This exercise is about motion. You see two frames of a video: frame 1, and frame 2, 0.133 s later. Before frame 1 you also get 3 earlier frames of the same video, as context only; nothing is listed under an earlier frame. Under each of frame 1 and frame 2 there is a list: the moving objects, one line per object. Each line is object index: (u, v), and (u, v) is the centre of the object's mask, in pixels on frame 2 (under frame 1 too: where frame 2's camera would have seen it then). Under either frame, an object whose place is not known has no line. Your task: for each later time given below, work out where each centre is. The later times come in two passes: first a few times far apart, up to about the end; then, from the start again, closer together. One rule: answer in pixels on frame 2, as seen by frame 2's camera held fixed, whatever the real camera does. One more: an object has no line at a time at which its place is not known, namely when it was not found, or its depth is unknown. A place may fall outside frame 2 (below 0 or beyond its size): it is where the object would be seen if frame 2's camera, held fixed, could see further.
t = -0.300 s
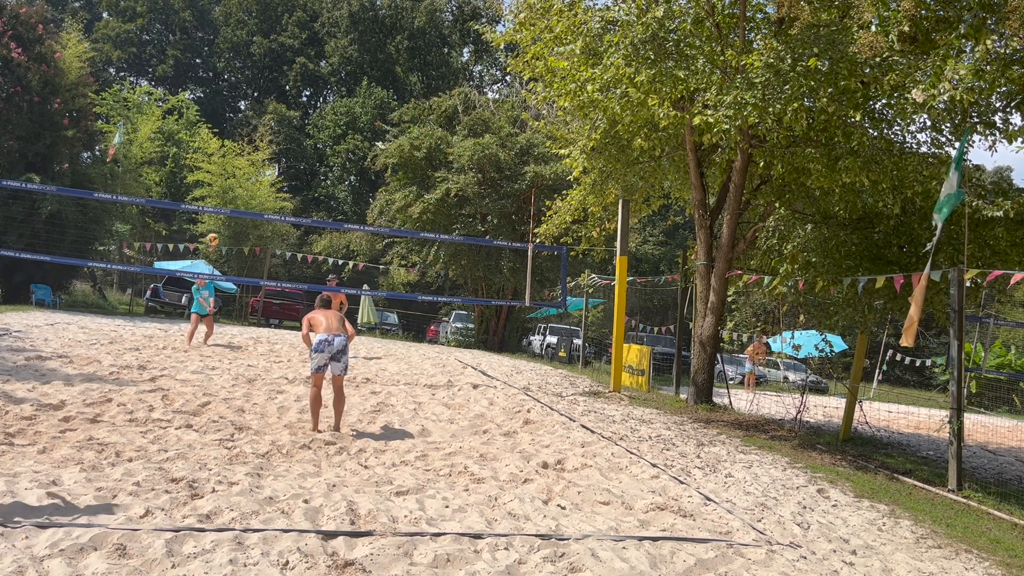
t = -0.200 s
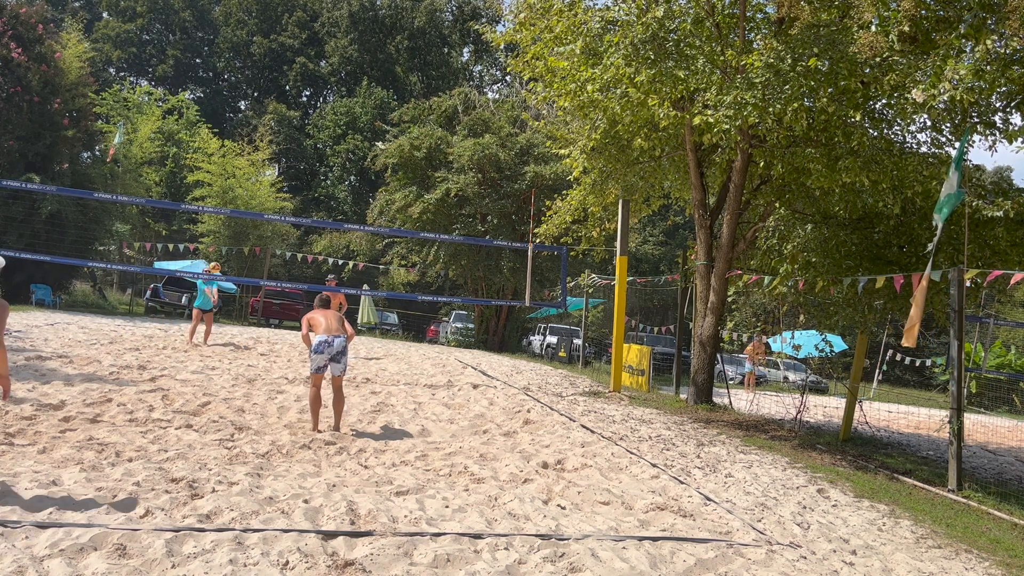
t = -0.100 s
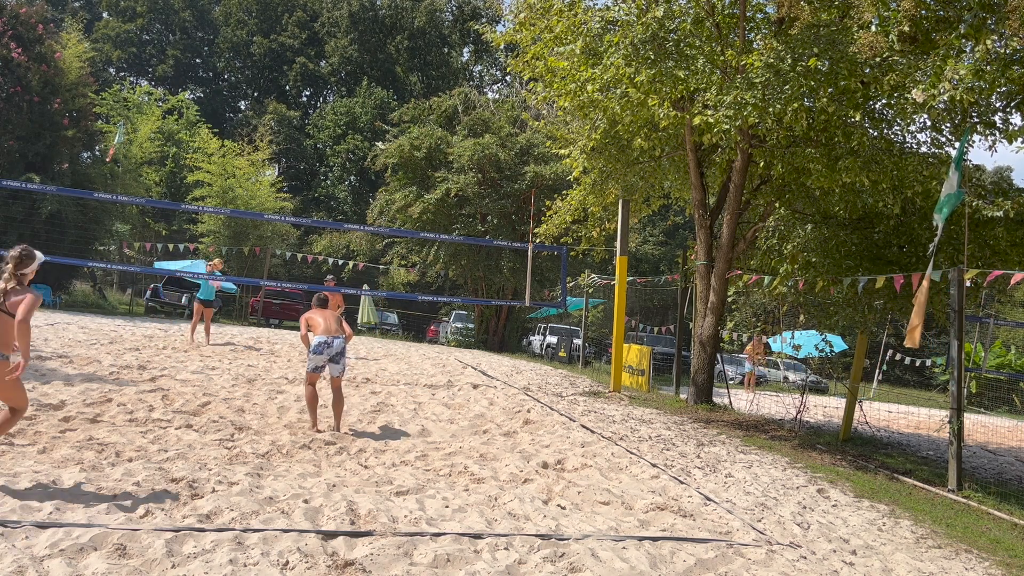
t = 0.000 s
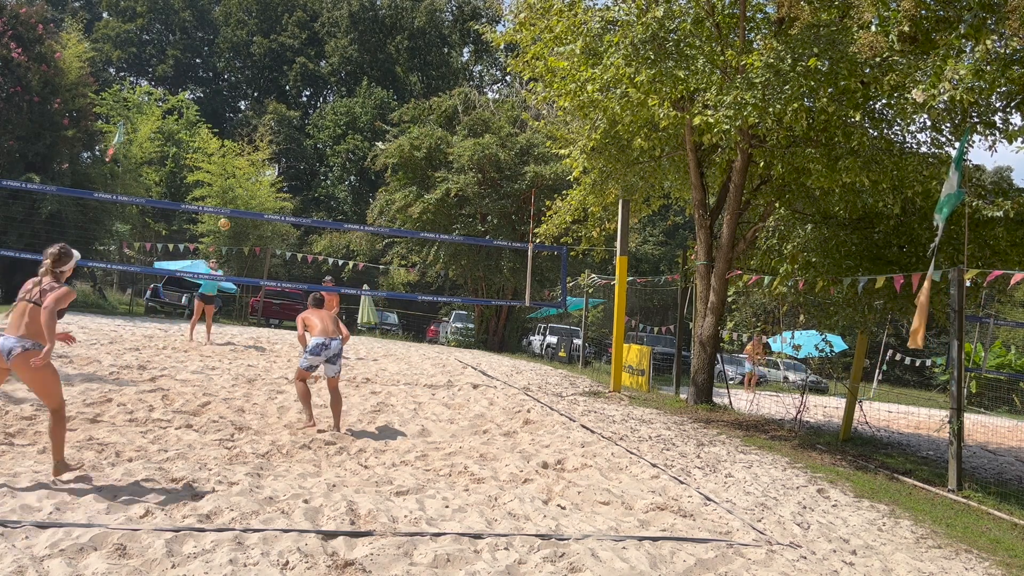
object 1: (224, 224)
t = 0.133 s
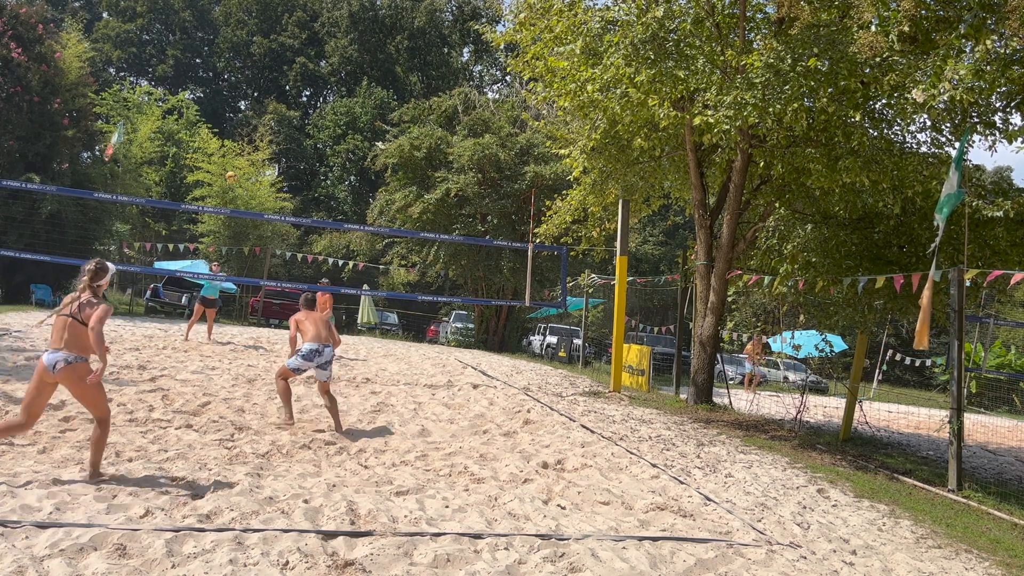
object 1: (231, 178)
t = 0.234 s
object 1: (235, 148)
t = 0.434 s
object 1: (243, 102)
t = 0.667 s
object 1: (250, 73)
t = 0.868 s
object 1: (254, 71)
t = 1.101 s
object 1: (255, 97)
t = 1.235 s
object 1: (254, 126)
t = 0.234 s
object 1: (235, 148)
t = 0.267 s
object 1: (237, 139)
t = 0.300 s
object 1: (238, 130)
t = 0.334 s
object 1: (240, 122)
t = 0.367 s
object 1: (241, 115)
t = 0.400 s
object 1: (242, 109)
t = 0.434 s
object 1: (243, 102)
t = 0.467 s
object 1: (244, 96)
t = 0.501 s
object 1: (245, 92)
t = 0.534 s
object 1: (246, 87)
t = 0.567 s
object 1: (247, 82)
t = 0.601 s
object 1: (248, 79)
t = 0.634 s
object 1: (249, 76)
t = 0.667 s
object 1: (250, 73)
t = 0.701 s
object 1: (251, 72)
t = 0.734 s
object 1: (251, 70)
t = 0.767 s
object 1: (252, 70)
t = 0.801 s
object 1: (252, 70)
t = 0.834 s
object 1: (253, 70)
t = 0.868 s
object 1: (254, 71)
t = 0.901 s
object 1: (254, 73)
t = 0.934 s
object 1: (254, 76)
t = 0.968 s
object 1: (254, 79)
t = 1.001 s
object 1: (255, 82)
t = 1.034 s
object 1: (255, 87)
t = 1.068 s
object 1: (255, 92)
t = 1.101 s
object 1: (255, 97)
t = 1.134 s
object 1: (255, 104)
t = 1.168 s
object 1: (255, 111)
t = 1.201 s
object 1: (254, 118)
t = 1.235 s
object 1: (254, 126)
